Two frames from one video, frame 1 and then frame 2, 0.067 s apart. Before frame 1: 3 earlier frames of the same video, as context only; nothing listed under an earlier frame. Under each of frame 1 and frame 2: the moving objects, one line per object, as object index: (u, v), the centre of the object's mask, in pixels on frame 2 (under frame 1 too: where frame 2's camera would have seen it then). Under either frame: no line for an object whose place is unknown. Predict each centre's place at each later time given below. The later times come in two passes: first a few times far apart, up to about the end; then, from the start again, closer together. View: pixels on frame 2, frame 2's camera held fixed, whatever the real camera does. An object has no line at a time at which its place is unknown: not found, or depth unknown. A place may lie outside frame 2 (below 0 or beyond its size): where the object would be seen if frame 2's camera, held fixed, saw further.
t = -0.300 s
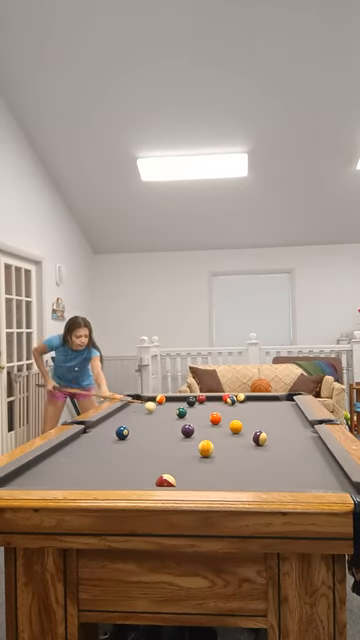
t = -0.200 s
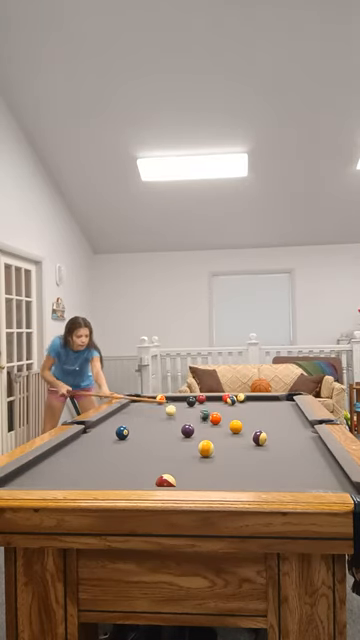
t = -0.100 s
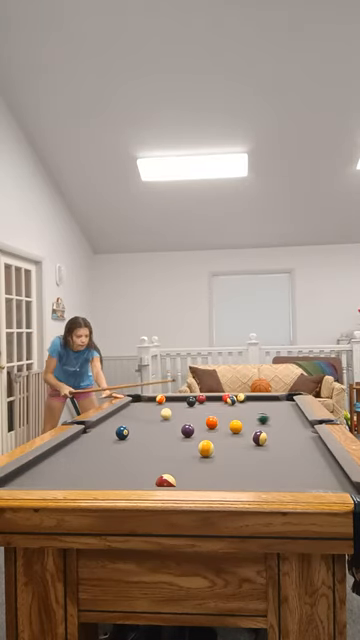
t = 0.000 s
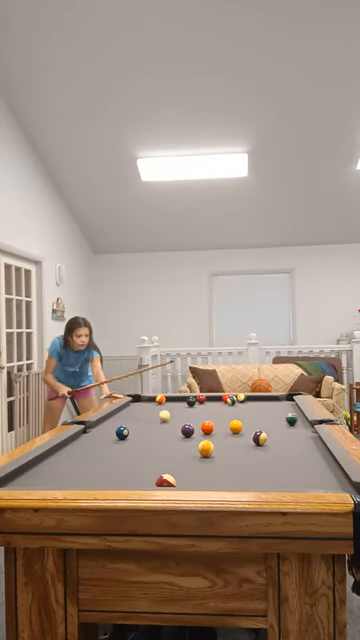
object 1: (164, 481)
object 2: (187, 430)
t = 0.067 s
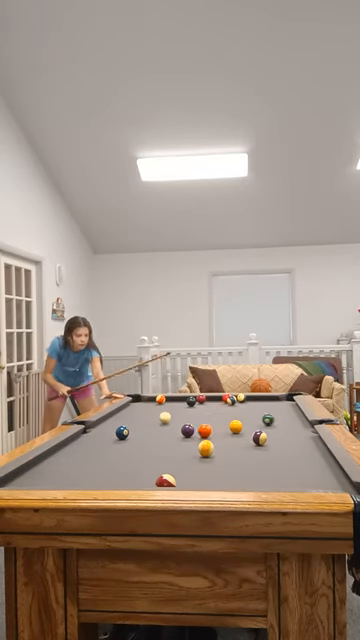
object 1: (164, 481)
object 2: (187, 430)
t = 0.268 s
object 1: (164, 481)
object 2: (187, 430)
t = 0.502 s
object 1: (164, 481)
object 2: (198, 433)
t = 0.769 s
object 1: (164, 481)
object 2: (219, 438)
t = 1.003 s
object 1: (171, 476)
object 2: (239, 443)
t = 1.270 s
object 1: (181, 469)
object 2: (263, 449)
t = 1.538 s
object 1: (188, 460)
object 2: (289, 455)
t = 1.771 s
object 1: (192, 455)
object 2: (312, 460)
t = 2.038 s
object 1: (193, 450)
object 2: (327, 466)
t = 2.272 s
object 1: (190, 449)
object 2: (320, 470)
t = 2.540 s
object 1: (186, 447)
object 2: (312, 475)
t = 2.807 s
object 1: (185, 446)
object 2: (306, 478)
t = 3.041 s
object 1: (184, 446)
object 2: (301, 480)
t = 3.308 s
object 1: (184, 446)
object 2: (296, 481)
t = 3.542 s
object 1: (184, 446)
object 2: (292, 482)
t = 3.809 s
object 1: (184, 446)
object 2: (290, 483)
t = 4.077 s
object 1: (184, 446)
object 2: (288, 483)
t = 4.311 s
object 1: (184, 446)
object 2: (287, 484)
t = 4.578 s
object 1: (184, 446)
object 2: (287, 484)
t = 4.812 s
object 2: (287, 484)
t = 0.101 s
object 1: (164, 481)
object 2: (187, 430)
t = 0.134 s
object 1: (164, 481)
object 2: (187, 430)
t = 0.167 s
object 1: (164, 481)
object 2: (187, 430)
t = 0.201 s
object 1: (164, 481)
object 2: (187, 430)
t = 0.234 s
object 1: (164, 481)
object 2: (187, 430)
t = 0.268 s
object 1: (164, 481)
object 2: (187, 430)
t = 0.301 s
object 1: (164, 481)
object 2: (187, 430)
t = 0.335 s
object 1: (164, 481)
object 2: (187, 430)
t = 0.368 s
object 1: (164, 481)
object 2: (187, 430)
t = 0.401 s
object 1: (164, 481)
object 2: (188, 430)
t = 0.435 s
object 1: (164, 481)
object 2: (192, 431)
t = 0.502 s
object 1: (164, 481)
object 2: (198, 433)
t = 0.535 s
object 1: (164, 481)
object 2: (200, 433)
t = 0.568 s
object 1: (164, 481)
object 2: (203, 434)
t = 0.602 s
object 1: (164, 481)
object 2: (206, 434)
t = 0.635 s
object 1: (164, 481)
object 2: (209, 434)
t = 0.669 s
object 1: (164, 481)
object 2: (211, 435)
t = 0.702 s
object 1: (164, 481)
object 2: (214, 436)
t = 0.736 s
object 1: (164, 481)
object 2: (216, 437)
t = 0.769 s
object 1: (164, 481)
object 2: (219, 438)
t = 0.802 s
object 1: (165, 482)
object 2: (222, 439)
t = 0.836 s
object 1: (169, 481)
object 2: (225, 439)
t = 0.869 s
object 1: (172, 479)
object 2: (227, 440)
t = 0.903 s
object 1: (173, 479)
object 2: (230, 441)
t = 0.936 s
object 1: (173, 479)
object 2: (233, 441)
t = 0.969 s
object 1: (172, 478)
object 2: (236, 442)
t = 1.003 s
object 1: (171, 476)
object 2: (239, 443)
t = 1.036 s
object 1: (170, 475)
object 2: (242, 444)
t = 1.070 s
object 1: (170, 475)
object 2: (245, 444)
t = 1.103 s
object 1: (176, 474)
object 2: (248, 445)
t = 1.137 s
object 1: (177, 473)
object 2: (251, 446)
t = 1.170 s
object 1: (179, 472)
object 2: (254, 447)
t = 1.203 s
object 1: (180, 471)
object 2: (257, 447)
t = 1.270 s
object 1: (181, 469)
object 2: (263, 449)
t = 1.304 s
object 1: (182, 468)
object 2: (266, 449)
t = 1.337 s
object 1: (183, 466)
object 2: (270, 450)
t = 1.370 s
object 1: (184, 465)
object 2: (273, 451)
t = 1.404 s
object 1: (184, 464)
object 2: (276, 452)
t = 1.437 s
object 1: (185, 463)
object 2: (279, 453)
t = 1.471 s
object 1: (186, 462)
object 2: (282, 454)
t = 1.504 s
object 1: (187, 461)
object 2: (285, 454)
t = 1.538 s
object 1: (188, 460)
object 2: (289, 455)
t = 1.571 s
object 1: (189, 460)
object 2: (292, 456)
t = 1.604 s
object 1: (189, 459)
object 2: (295, 457)
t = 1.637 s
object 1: (190, 458)
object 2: (299, 458)
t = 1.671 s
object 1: (191, 457)
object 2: (302, 458)
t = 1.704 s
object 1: (191, 456)
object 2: (305, 459)
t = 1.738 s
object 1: (192, 456)
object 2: (309, 460)
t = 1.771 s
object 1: (192, 455)
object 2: (312, 460)
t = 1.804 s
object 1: (193, 454)
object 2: (316, 461)
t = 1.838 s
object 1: (194, 454)
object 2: (319, 462)
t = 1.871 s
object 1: (194, 453)
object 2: (323, 463)
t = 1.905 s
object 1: (195, 452)
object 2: (326, 463)
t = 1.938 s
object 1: (195, 451)
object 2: (330, 465)
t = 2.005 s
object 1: (194, 451)
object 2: (329, 466)
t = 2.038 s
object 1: (193, 450)
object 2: (327, 466)
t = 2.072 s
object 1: (194, 450)
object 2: (326, 467)
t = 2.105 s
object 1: (192, 450)
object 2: (325, 467)
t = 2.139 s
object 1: (192, 450)
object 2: (324, 468)
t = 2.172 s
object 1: (191, 449)
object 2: (323, 469)
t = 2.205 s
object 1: (191, 449)
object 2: (322, 469)
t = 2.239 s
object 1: (190, 449)
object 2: (321, 470)
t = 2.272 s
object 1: (190, 449)
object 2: (320, 470)
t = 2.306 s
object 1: (189, 448)
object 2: (319, 471)
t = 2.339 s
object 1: (189, 448)
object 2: (318, 471)
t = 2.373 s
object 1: (188, 448)
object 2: (317, 472)
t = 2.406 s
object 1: (188, 448)
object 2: (316, 472)
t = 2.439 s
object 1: (187, 448)
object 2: (315, 473)
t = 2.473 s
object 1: (187, 448)
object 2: (314, 474)
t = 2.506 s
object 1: (187, 448)
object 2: (314, 474)
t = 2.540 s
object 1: (186, 447)
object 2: (312, 475)
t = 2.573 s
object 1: (186, 447)
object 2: (311, 475)
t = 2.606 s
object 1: (186, 447)
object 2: (311, 475)
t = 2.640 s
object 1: (186, 447)
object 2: (310, 476)
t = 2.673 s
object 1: (185, 447)
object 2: (309, 476)
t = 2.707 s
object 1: (185, 447)
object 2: (308, 477)
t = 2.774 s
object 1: (185, 447)
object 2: (307, 477)
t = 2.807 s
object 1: (185, 446)
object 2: (306, 478)
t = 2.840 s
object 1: (184, 446)
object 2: (305, 478)
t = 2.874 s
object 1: (184, 446)
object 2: (304, 478)
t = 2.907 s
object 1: (184, 446)
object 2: (303, 479)
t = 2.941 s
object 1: (184, 446)
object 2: (303, 479)
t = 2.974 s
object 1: (184, 446)
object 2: (302, 479)
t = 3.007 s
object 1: (184, 446)
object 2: (302, 479)
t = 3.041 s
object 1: (184, 446)
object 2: (301, 480)
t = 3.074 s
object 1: (184, 446)
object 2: (300, 480)
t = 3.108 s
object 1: (184, 446)
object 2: (300, 480)
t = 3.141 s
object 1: (184, 446)
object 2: (299, 480)
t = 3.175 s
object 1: (184, 446)
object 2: (298, 481)
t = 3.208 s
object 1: (184, 446)
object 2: (298, 481)
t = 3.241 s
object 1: (184, 446)
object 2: (297, 481)
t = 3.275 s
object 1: (184, 446)
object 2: (297, 481)
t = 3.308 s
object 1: (184, 446)
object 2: (296, 481)
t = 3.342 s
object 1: (184, 446)
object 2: (295, 481)
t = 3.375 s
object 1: (184, 446)
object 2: (295, 481)
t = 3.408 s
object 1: (184, 446)
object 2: (294, 482)
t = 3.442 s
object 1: (184, 446)
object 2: (294, 482)
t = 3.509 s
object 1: (184, 446)
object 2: (293, 482)
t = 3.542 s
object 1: (184, 446)
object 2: (292, 482)
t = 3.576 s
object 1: (184, 446)
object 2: (292, 482)
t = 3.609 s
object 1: (184, 446)
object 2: (292, 482)
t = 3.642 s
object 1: (184, 446)
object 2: (291, 482)
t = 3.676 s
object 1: (184, 446)
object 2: (291, 482)
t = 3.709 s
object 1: (184, 446)
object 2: (290, 483)
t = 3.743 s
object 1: (184, 446)
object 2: (290, 483)
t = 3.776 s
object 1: (184, 446)
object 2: (290, 483)
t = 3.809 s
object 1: (184, 446)
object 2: (290, 483)
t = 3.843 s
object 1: (184, 446)
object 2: (289, 483)
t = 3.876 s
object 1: (184, 446)
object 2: (289, 483)
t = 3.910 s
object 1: (184, 446)
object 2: (289, 483)
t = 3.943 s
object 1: (184, 446)
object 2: (289, 483)
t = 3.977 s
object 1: (184, 446)
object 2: (288, 483)
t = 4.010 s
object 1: (184, 446)
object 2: (288, 483)
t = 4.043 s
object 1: (184, 446)
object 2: (288, 483)
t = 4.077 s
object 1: (184, 446)
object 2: (288, 483)
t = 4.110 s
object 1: (184, 446)
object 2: (288, 483)
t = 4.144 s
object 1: (184, 446)
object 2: (288, 483)
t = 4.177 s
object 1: (184, 446)
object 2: (287, 483)
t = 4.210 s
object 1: (184, 446)
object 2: (287, 483)
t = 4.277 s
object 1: (184, 446)
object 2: (287, 484)
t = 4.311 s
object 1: (184, 446)
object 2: (287, 484)
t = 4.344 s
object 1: (184, 446)
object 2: (287, 484)
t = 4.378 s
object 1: (184, 446)
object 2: (287, 484)
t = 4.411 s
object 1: (184, 446)
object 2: (287, 484)
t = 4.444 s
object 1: (184, 446)
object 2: (287, 484)
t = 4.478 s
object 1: (184, 446)
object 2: (287, 484)
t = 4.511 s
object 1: (184, 446)
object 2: (287, 484)
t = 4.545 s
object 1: (184, 446)
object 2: (287, 484)
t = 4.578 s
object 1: (184, 446)
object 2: (287, 484)
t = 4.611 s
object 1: (184, 446)
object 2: (287, 484)
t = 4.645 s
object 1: (184, 446)
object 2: (287, 484)
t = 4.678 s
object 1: (184, 446)
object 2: (287, 484)
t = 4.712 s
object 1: (184, 446)
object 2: (287, 484)
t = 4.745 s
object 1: (184, 446)
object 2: (287, 484)
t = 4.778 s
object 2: (287, 484)
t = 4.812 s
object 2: (287, 484)
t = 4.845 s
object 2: (287, 484)
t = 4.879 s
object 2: (287, 484)
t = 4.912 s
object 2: (287, 484)
